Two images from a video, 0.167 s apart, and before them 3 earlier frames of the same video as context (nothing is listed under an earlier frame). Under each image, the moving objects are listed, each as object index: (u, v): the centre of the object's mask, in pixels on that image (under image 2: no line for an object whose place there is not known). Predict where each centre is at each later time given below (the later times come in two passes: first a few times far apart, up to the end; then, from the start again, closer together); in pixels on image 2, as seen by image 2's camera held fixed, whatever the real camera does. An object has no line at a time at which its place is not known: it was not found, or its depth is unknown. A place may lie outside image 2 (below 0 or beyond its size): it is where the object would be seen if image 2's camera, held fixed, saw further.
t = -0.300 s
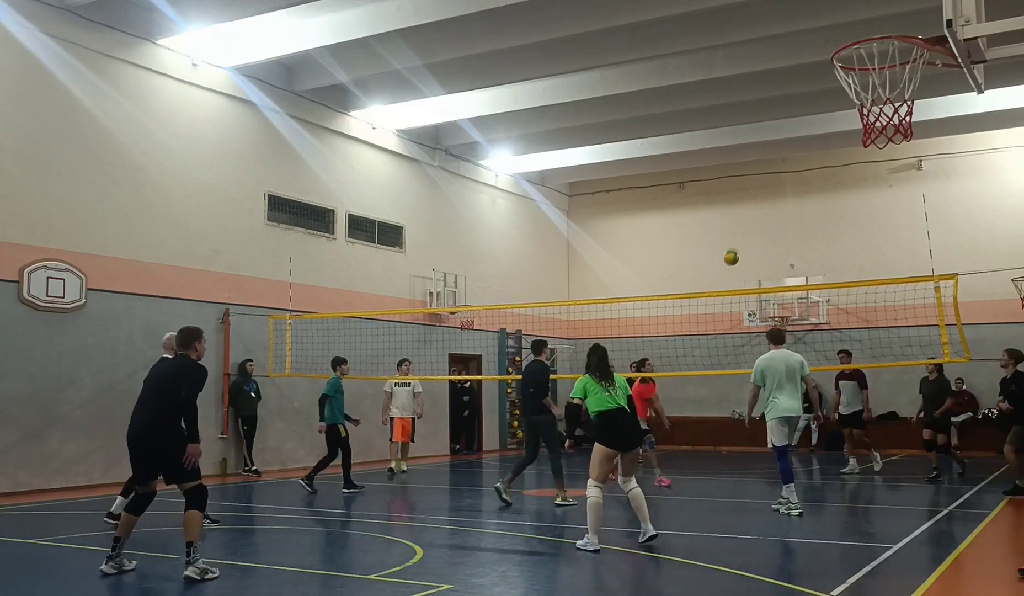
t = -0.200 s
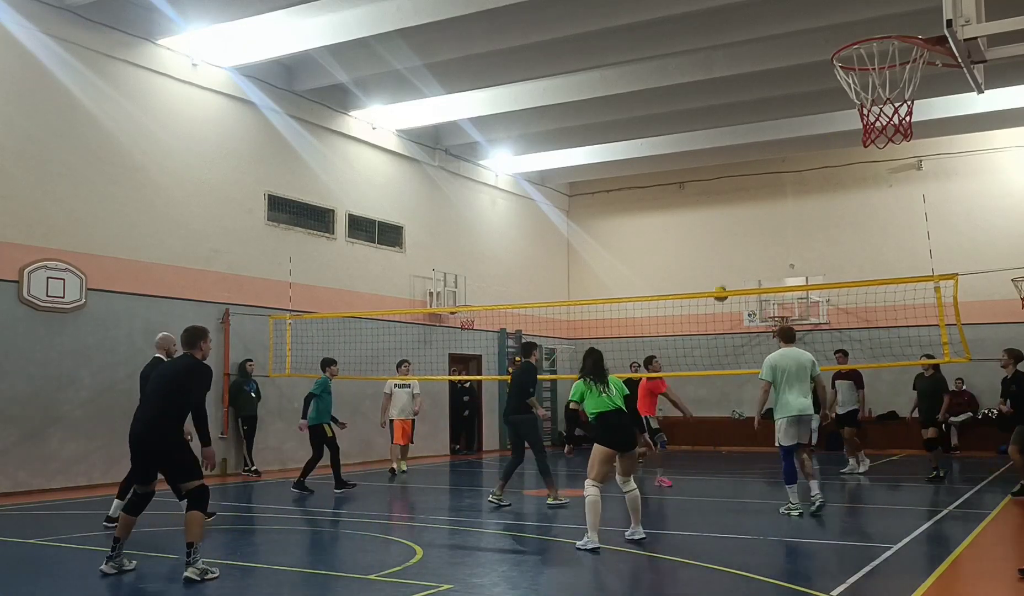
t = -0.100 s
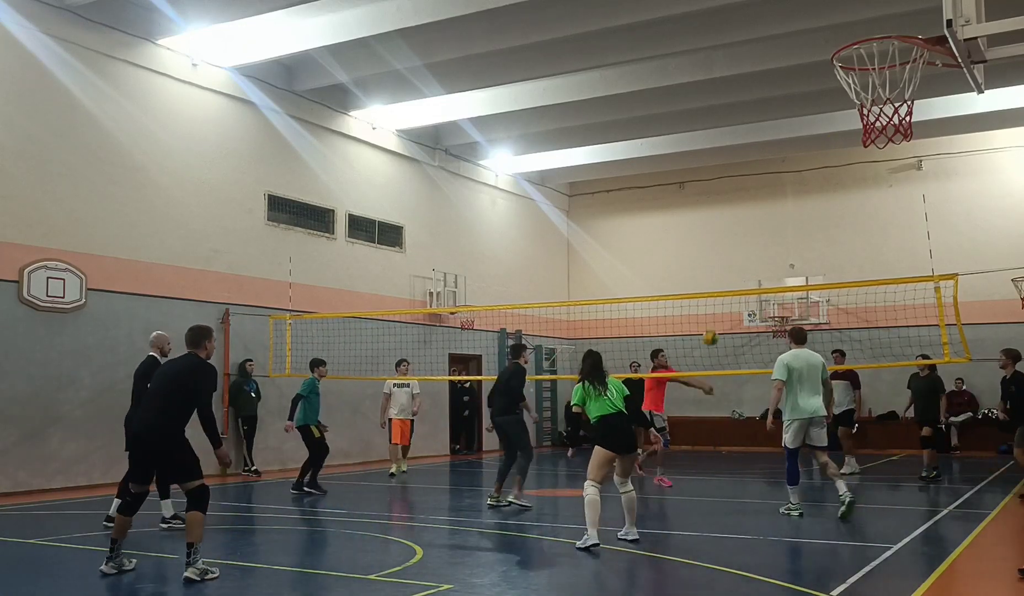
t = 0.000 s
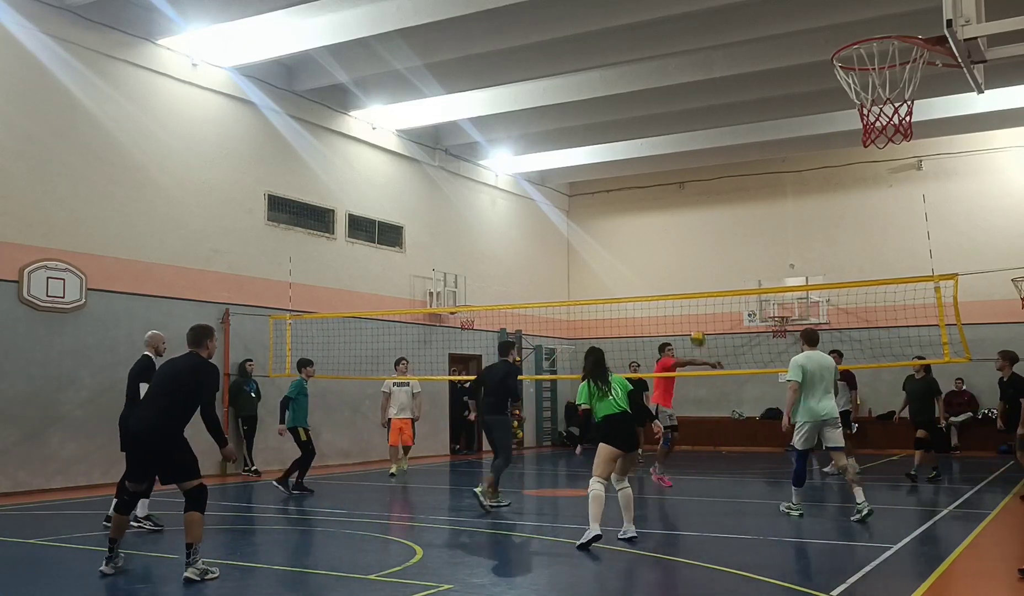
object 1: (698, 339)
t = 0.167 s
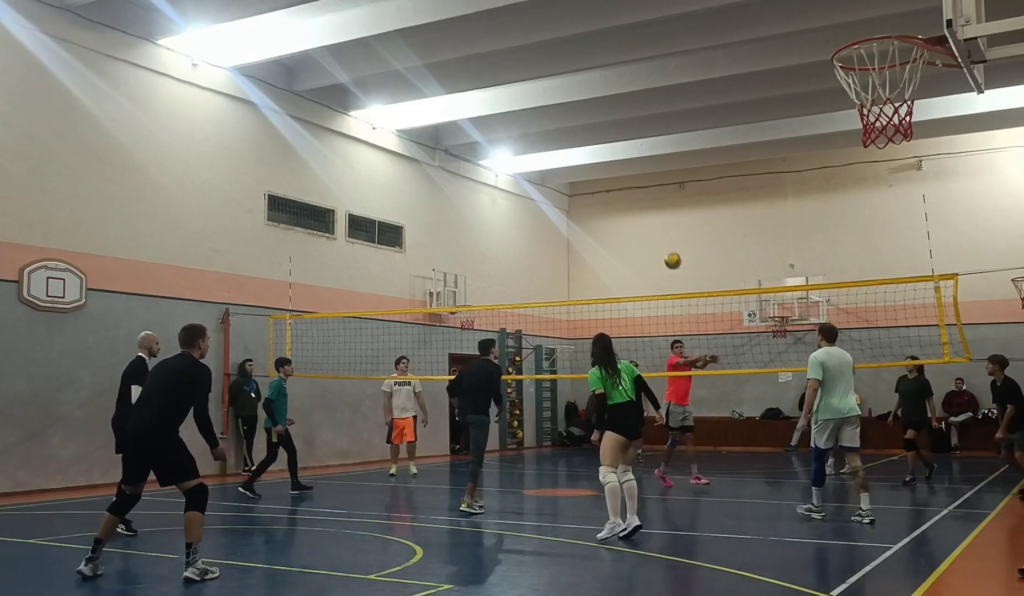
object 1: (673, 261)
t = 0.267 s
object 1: (656, 221)
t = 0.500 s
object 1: (613, 151)
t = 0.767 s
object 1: (553, 124)
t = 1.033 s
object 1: (483, 177)
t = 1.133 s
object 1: (454, 224)
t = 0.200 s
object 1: (667, 246)
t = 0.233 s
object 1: (662, 232)
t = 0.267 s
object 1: (656, 221)
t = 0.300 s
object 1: (650, 208)
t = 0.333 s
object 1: (644, 196)
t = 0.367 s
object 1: (638, 186)
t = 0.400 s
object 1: (632, 176)
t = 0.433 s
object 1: (625, 166)
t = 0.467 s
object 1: (619, 158)
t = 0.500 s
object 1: (613, 151)
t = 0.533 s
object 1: (605, 143)
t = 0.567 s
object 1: (598, 137)
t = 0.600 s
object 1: (592, 133)
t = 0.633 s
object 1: (583, 128)
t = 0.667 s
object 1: (576, 126)
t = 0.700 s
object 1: (569, 124)
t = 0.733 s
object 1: (561, 123)
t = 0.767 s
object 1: (553, 124)
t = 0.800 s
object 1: (545, 125)
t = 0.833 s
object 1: (536, 128)
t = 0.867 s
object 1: (528, 133)
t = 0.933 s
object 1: (511, 143)
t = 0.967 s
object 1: (502, 154)
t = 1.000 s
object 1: (493, 163)
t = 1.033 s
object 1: (483, 177)
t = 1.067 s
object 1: (474, 190)
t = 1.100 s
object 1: (464, 205)
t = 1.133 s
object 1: (454, 224)
